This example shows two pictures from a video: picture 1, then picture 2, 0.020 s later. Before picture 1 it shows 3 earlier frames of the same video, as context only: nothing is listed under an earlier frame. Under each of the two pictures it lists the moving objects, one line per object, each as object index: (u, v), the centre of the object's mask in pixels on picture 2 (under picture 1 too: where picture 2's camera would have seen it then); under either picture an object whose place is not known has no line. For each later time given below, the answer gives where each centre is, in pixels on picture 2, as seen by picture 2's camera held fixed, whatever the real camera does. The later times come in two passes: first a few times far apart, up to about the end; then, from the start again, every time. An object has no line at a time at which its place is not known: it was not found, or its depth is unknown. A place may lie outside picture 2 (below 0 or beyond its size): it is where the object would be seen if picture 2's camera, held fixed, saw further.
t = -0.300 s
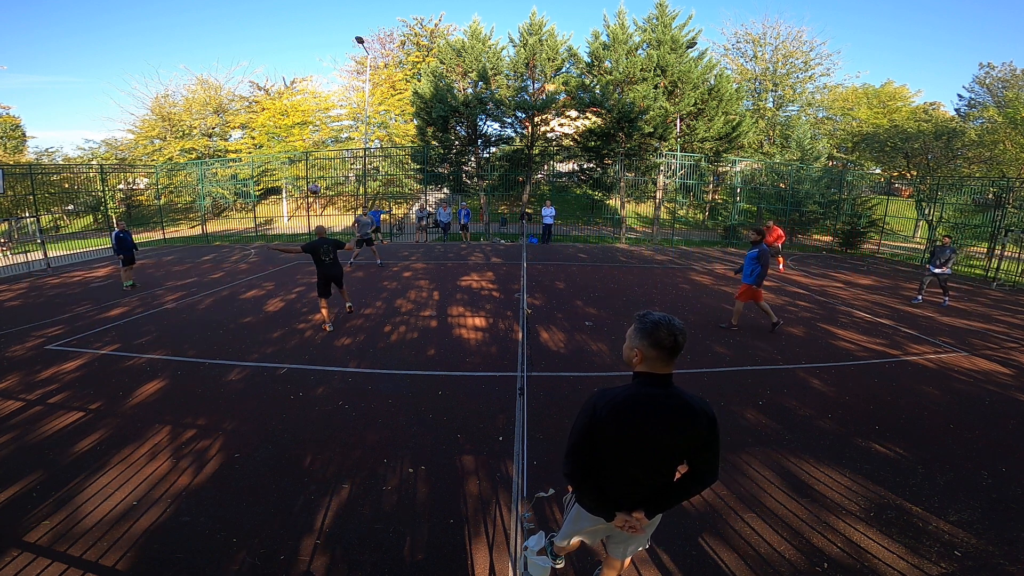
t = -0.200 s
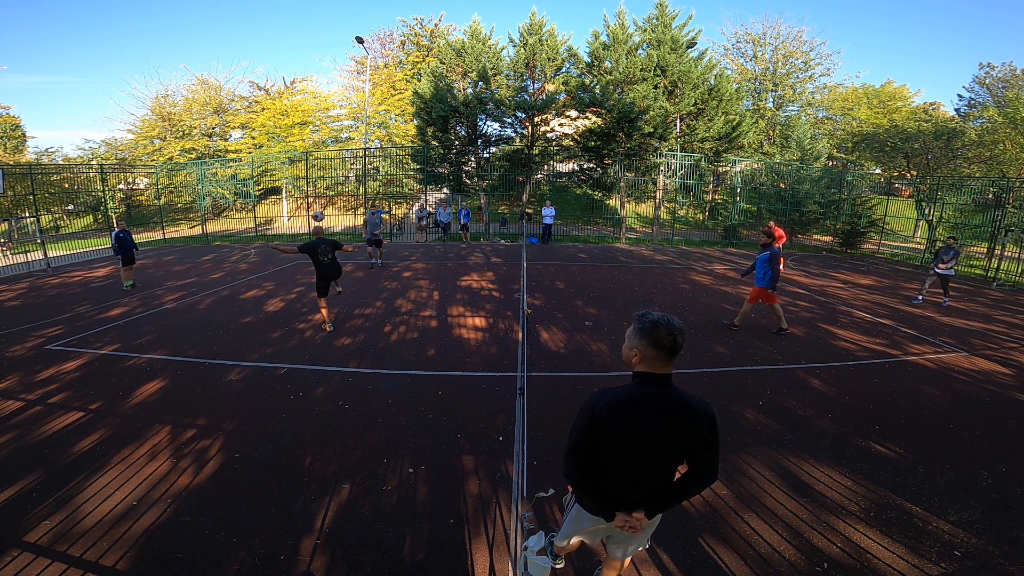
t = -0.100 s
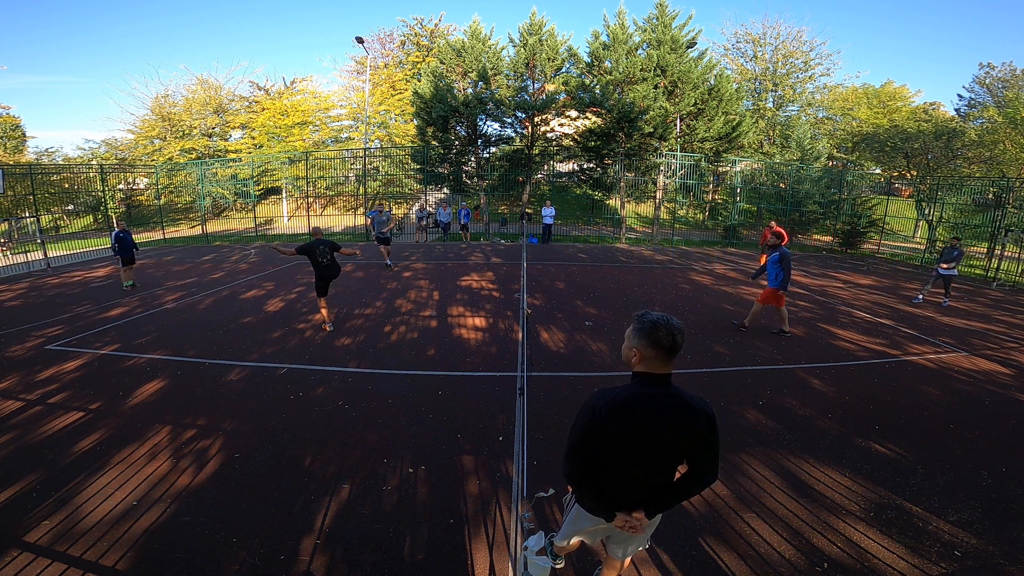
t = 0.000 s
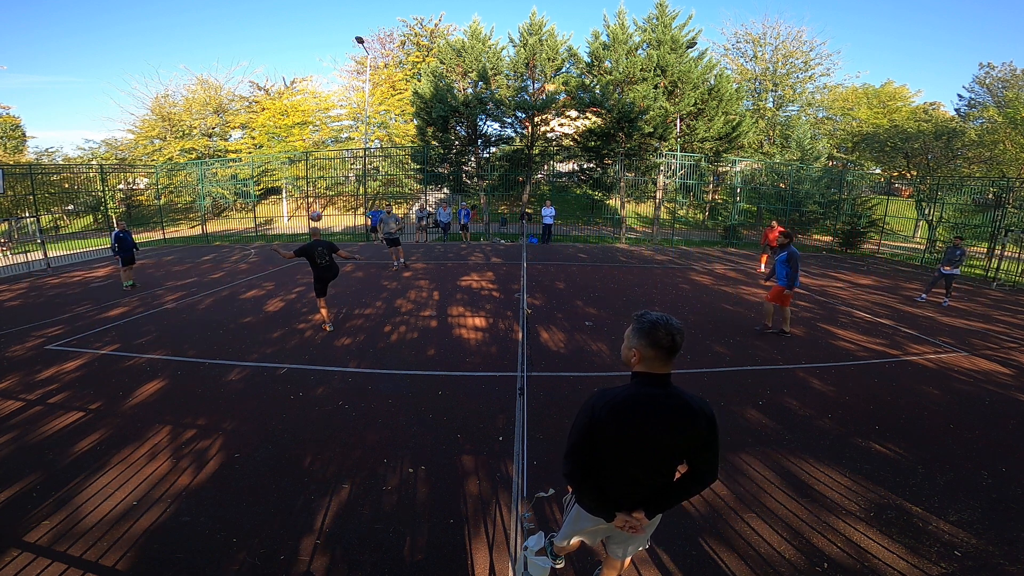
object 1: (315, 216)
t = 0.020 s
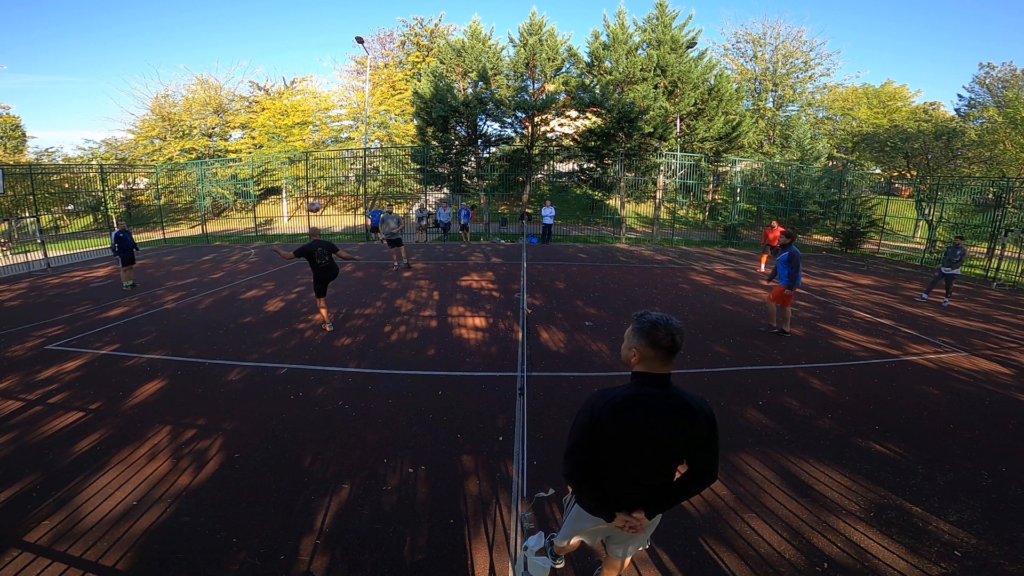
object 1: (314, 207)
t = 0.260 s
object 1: (301, 116)
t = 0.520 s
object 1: (293, 55)
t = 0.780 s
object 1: (286, 28)
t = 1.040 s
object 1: (276, 31)
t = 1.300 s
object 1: (261, 68)
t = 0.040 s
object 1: (312, 198)
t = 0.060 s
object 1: (311, 189)
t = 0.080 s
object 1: (309, 181)
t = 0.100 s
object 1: (309, 172)
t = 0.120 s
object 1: (307, 164)
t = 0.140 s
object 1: (306, 157)
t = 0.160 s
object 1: (305, 150)
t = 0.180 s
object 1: (304, 142)
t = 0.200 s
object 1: (303, 135)
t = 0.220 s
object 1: (302, 128)
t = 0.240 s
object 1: (301, 122)
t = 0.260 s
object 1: (301, 116)
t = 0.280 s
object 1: (300, 110)
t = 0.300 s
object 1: (299, 104)
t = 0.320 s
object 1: (299, 98)
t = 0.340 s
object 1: (298, 93)
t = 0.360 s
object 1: (297, 88)
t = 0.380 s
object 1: (297, 83)
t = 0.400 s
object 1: (296, 79)
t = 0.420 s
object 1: (296, 74)
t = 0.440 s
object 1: (295, 70)
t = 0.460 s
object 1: (295, 66)
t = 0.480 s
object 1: (294, 62)
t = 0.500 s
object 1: (294, 59)
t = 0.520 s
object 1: (293, 55)
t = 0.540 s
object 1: (293, 52)
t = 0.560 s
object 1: (292, 49)
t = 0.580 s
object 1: (292, 46)
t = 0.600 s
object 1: (291, 43)
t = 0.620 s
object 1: (291, 41)
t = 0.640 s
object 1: (290, 39)
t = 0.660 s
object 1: (290, 37)
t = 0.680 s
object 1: (289, 35)
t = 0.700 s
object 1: (289, 33)
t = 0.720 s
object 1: (288, 31)
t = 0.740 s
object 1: (288, 30)
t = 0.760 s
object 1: (287, 29)
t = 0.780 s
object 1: (286, 28)
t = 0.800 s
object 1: (286, 27)
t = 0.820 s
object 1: (285, 27)
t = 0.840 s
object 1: (284, 26)
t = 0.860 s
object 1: (283, 26)
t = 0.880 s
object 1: (283, 26)
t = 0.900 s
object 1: (282, 26)
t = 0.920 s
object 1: (281, 26)
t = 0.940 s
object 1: (280, 26)
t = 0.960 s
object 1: (279, 27)
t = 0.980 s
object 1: (278, 28)
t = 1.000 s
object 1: (278, 29)
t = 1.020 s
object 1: (277, 30)
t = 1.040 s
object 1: (276, 31)
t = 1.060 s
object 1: (275, 33)
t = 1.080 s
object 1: (274, 35)
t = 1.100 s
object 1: (273, 37)
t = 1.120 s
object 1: (271, 39)
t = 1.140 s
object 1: (270, 41)
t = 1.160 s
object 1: (269, 44)
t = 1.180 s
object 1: (268, 46)
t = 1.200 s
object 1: (267, 49)
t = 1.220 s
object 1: (266, 53)
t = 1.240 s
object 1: (264, 56)
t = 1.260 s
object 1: (263, 60)
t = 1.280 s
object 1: (262, 64)
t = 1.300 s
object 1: (261, 68)
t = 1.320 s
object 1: (260, 72)
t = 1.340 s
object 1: (258, 77)
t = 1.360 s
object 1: (257, 82)
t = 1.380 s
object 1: (256, 87)
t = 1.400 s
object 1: (255, 92)
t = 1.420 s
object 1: (254, 98)
